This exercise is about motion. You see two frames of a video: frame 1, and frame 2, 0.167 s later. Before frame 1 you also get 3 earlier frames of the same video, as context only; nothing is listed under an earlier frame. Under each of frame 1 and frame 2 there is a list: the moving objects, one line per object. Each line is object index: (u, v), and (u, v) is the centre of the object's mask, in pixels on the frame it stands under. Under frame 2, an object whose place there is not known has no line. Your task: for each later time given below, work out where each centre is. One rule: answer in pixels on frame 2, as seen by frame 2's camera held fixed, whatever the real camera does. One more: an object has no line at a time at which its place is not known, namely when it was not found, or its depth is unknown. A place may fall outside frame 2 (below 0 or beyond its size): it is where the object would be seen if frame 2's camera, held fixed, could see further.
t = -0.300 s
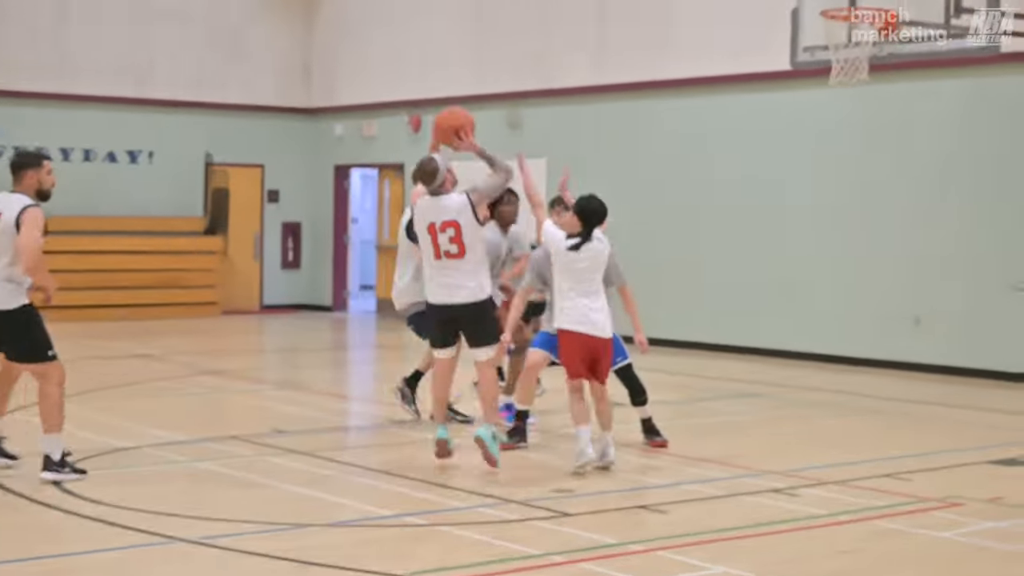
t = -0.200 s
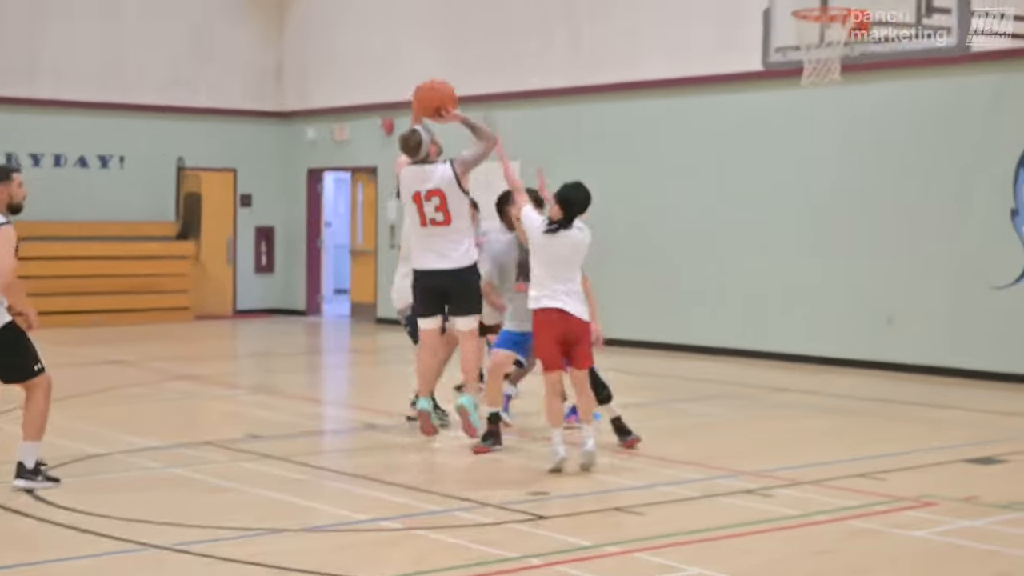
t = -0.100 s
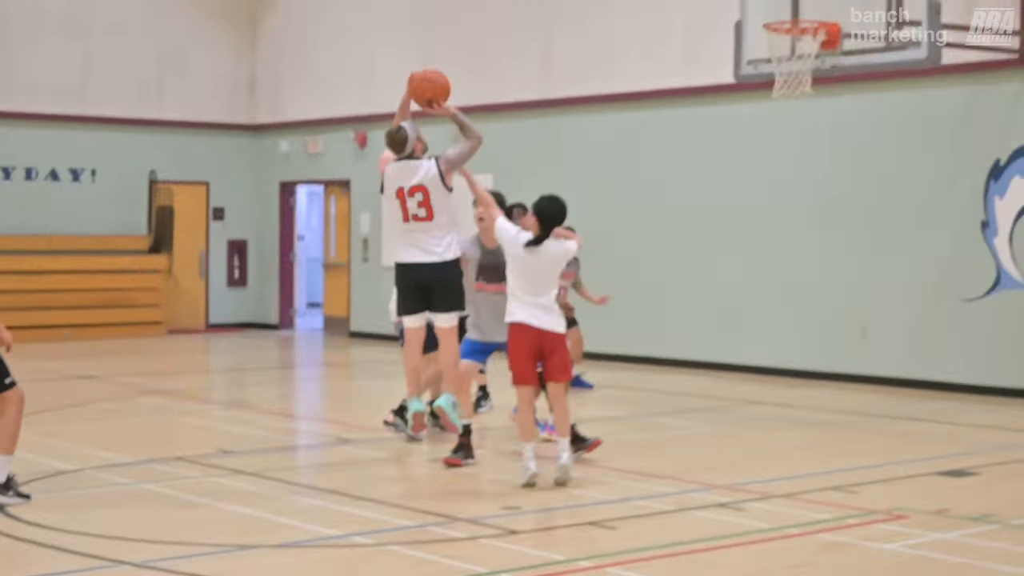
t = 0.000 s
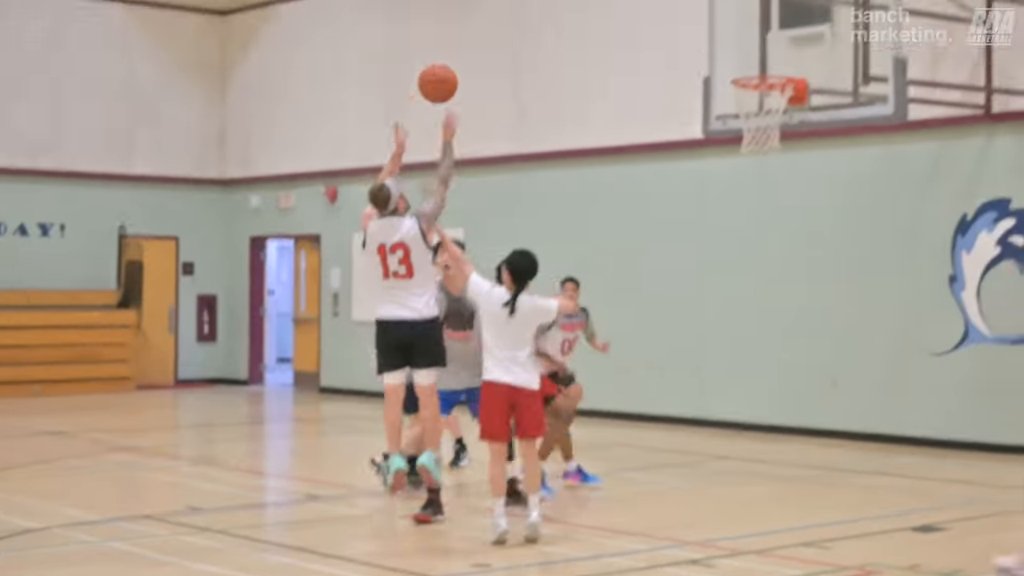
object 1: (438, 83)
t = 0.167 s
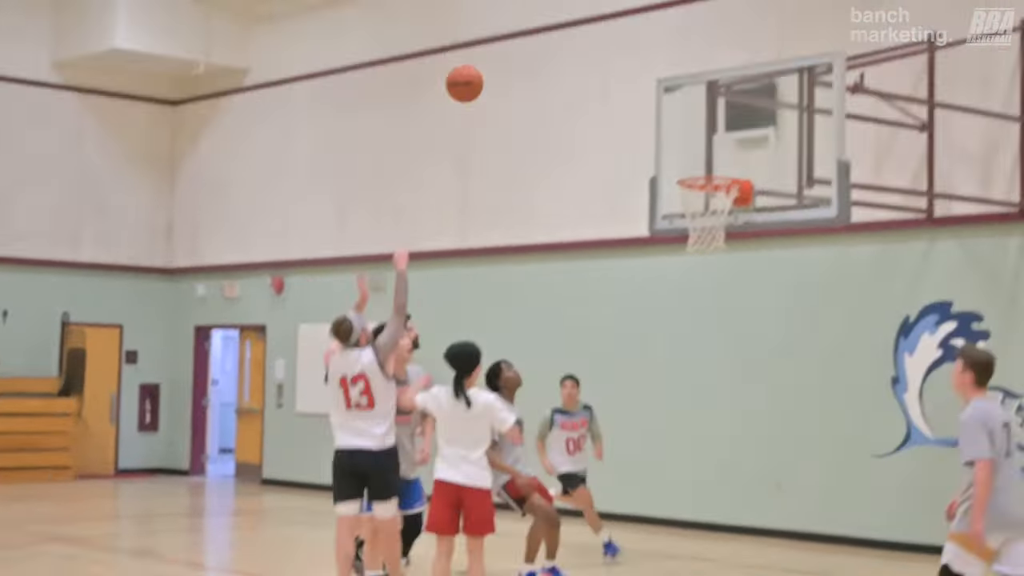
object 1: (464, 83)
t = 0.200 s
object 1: (480, 69)
